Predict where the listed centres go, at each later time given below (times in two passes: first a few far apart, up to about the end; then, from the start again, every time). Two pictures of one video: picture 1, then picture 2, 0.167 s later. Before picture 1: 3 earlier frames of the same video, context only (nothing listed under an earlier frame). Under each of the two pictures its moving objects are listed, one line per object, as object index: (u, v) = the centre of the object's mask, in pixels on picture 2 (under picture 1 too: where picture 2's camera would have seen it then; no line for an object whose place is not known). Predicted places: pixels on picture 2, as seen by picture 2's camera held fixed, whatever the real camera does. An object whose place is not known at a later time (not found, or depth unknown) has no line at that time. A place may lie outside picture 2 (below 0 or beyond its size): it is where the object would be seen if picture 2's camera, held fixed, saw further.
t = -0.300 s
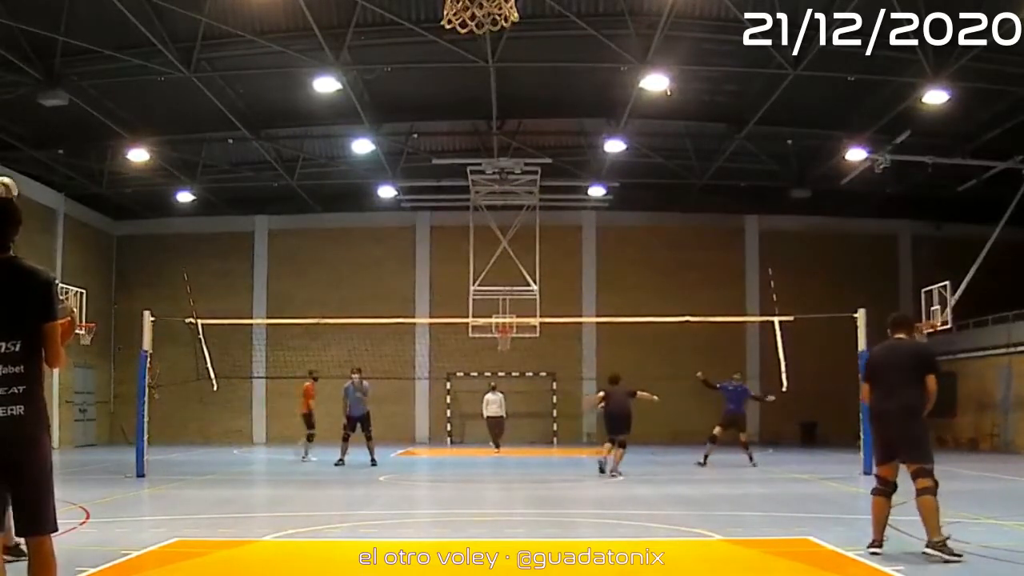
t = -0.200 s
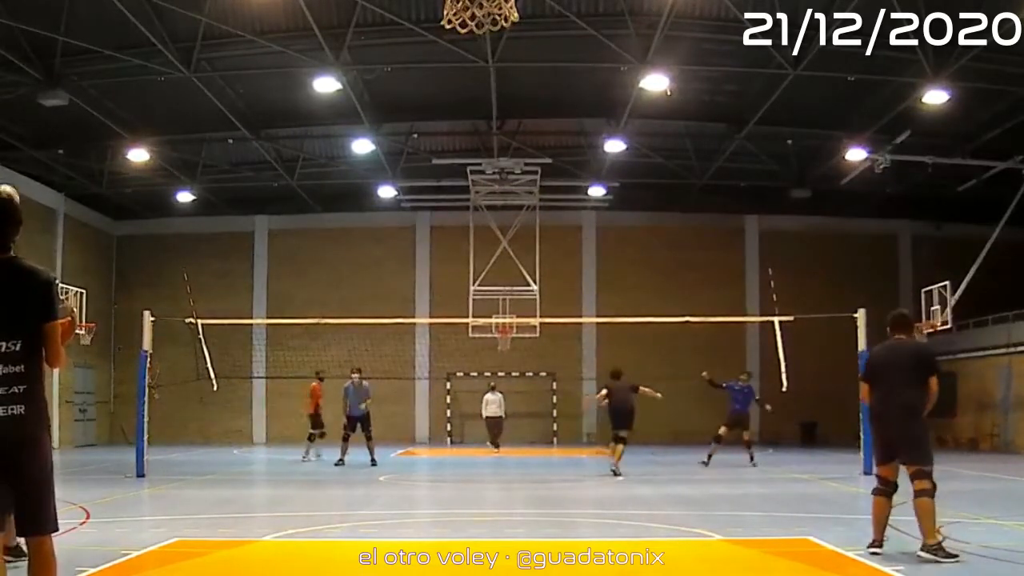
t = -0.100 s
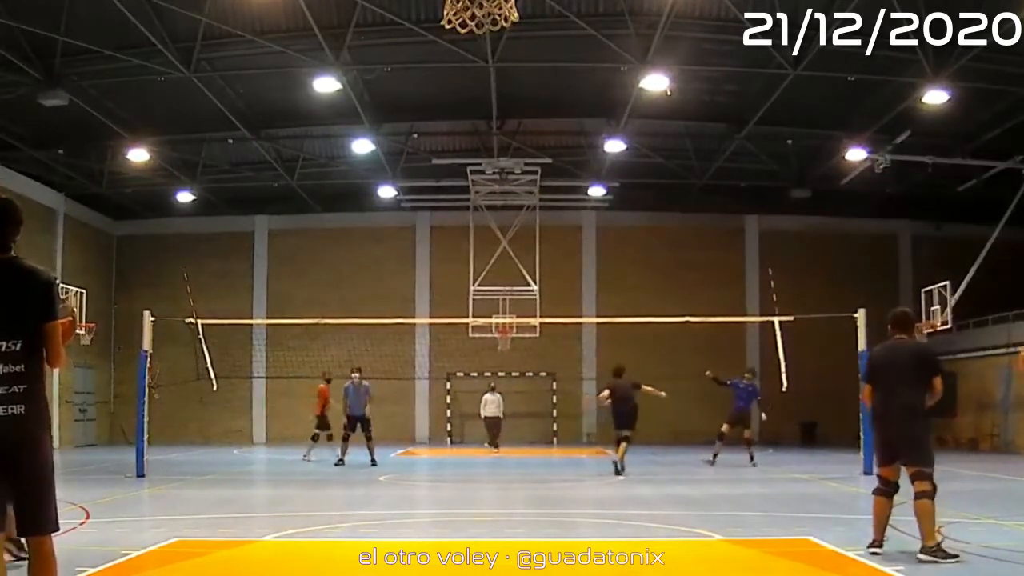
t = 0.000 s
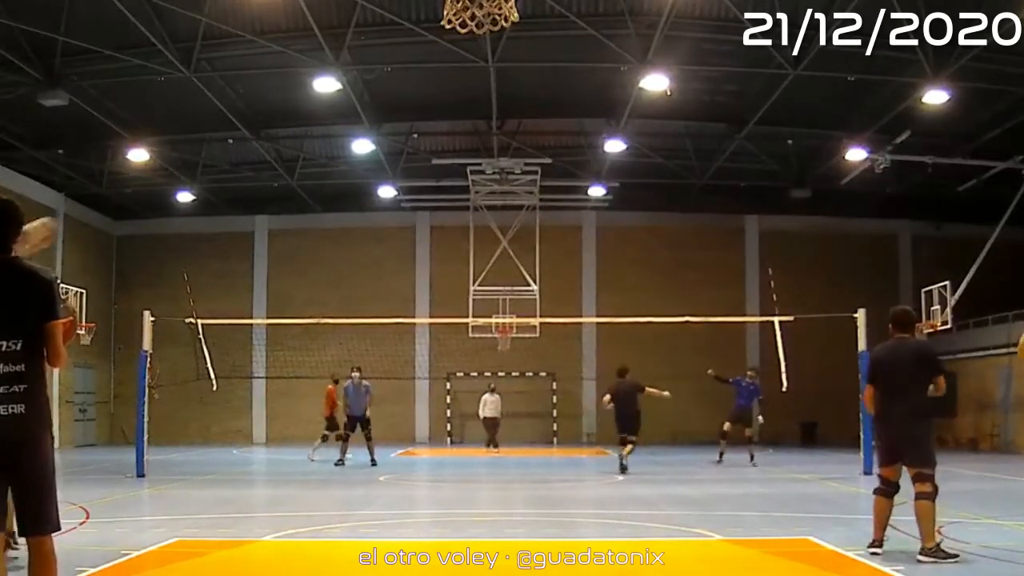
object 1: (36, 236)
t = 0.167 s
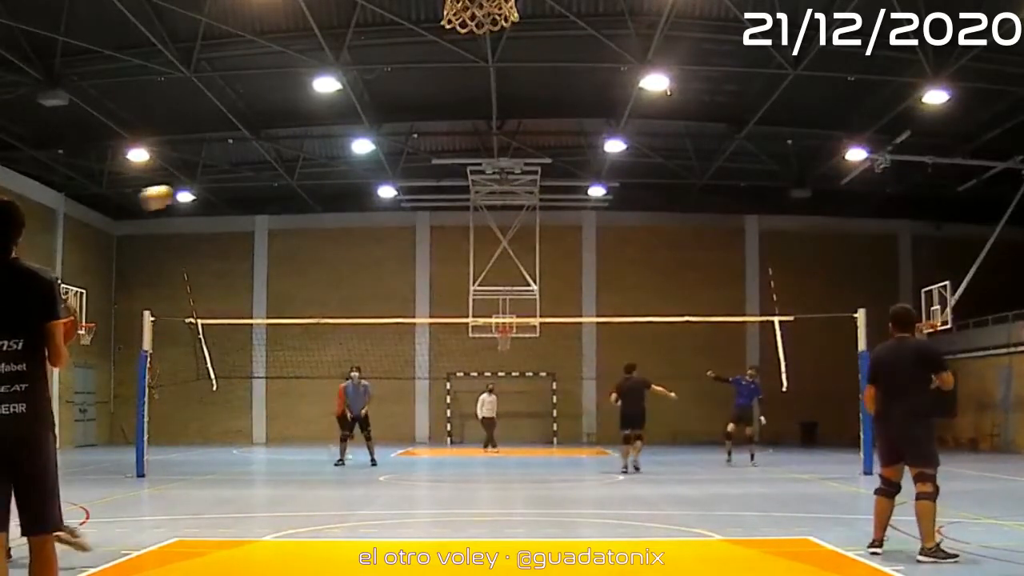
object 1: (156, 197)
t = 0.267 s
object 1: (207, 195)
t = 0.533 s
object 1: (297, 225)
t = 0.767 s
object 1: (348, 280)
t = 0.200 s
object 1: (172, 194)
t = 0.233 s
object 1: (193, 193)
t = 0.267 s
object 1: (207, 195)
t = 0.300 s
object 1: (221, 196)
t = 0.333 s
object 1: (234, 198)
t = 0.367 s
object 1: (246, 201)
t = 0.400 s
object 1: (257, 204)
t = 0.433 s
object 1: (267, 208)
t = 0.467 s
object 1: (277, 213)
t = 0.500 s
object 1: (287, 218)
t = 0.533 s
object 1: (297, 225)
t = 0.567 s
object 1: (305, 231)
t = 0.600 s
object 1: (314, 238)
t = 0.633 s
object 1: (321, 246)
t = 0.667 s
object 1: (328, 254)
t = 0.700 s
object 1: (336, 262)
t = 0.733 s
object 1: (342, 271)
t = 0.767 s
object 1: (348, 280)
